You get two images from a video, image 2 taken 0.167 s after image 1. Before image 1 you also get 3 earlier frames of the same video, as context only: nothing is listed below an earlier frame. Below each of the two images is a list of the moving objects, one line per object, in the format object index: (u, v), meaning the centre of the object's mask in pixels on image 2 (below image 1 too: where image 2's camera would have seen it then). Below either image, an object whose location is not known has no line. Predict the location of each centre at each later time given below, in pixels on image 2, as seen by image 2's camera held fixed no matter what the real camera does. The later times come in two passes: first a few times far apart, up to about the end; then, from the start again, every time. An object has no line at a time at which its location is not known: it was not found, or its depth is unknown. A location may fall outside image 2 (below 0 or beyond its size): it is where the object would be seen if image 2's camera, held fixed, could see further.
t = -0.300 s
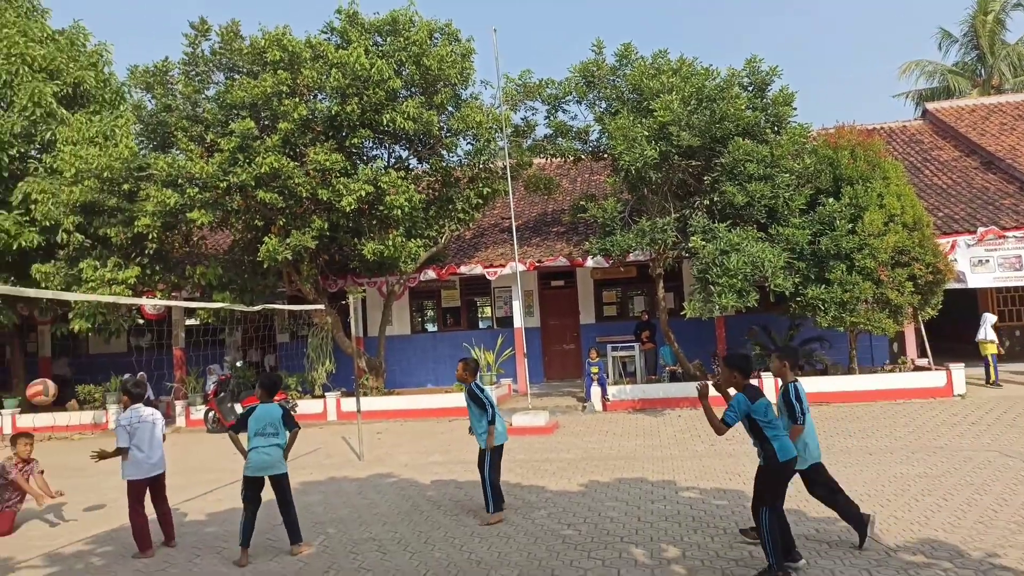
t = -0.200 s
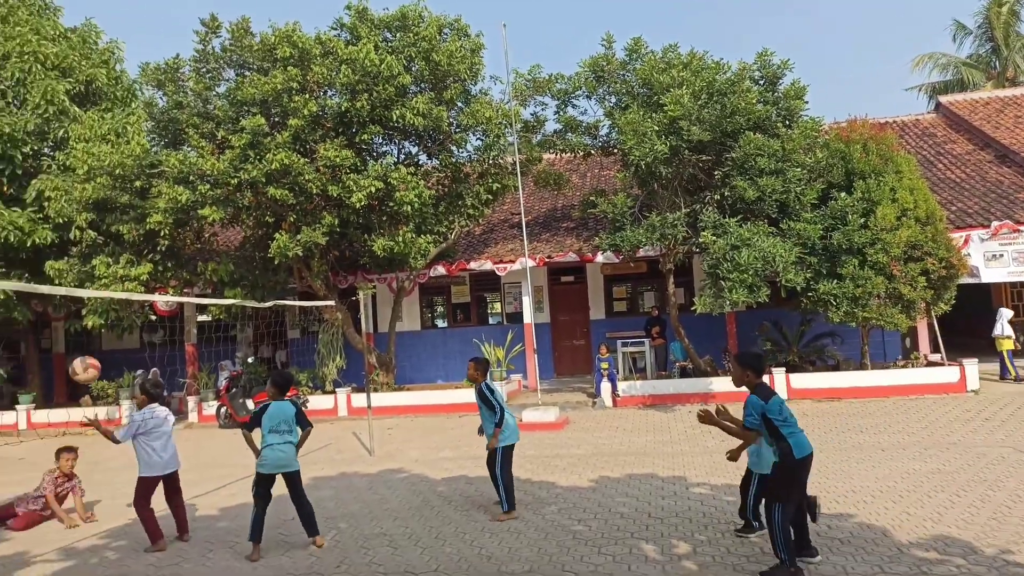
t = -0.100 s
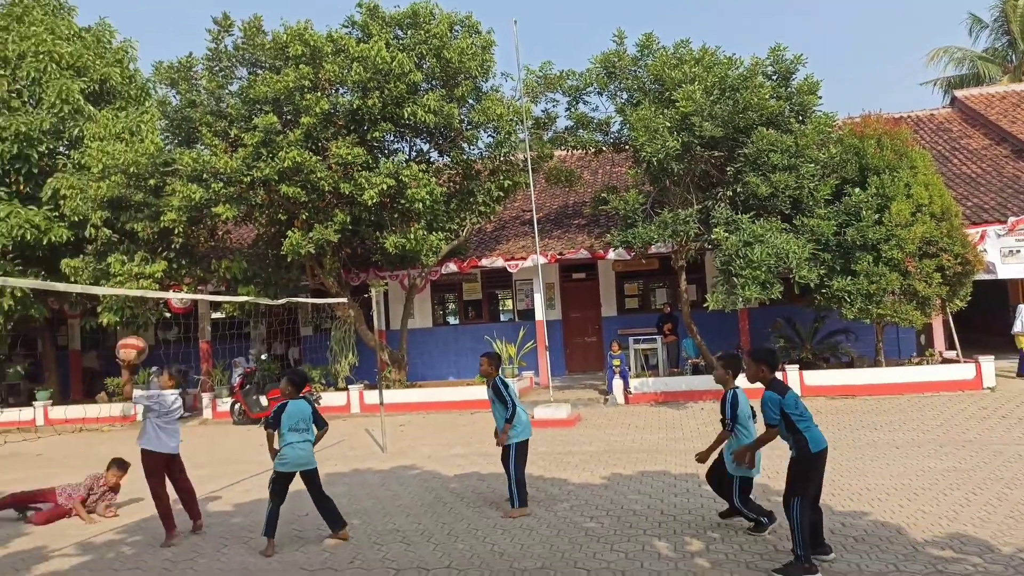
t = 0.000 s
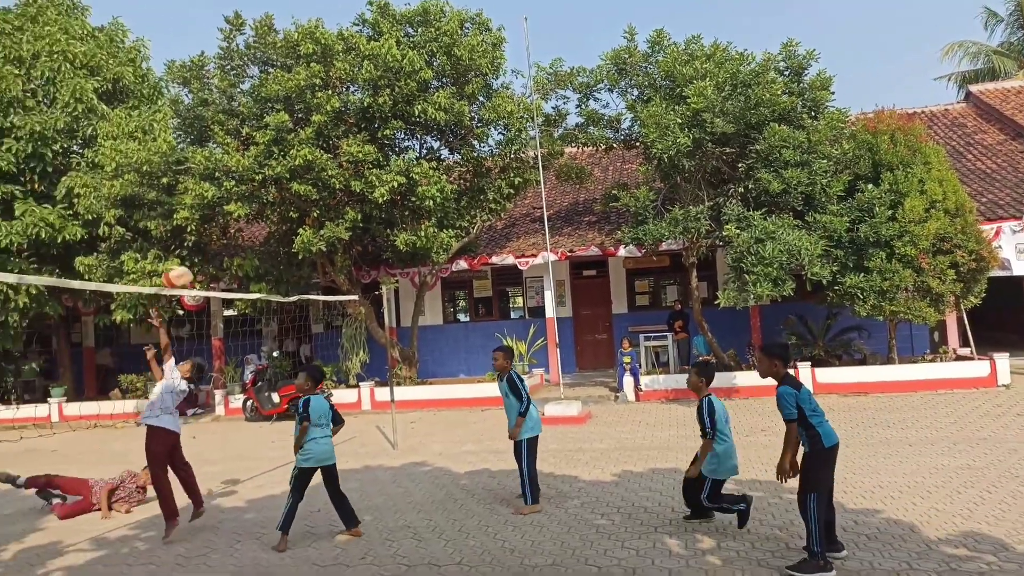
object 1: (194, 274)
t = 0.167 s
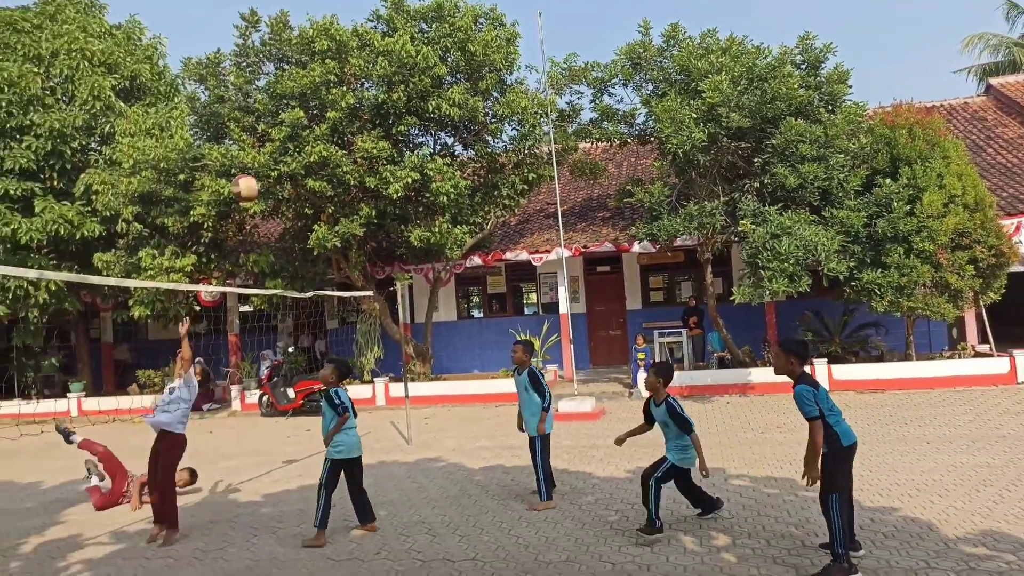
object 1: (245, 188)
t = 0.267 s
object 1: (276, 153)
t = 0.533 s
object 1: (361, 122)
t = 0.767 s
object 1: (440, 167)
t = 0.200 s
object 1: (256, 175)
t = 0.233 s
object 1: (266, 165)
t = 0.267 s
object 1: (276, 153)
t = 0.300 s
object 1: (287, 145)
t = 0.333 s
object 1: (297, 137)
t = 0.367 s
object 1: (308, 131)
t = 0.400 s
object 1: (318, 127)
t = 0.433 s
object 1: (329, 123)
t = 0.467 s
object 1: (339, 121)
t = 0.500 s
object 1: (350, 121)
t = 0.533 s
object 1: (361, 122)
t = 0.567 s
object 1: (373, 124)
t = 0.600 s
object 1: (383, 127)
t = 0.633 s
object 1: (394, 133)
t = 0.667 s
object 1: (405, 140)
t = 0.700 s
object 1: (417, 148)
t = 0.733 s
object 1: (428, 157)
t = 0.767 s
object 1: (440, 167)
